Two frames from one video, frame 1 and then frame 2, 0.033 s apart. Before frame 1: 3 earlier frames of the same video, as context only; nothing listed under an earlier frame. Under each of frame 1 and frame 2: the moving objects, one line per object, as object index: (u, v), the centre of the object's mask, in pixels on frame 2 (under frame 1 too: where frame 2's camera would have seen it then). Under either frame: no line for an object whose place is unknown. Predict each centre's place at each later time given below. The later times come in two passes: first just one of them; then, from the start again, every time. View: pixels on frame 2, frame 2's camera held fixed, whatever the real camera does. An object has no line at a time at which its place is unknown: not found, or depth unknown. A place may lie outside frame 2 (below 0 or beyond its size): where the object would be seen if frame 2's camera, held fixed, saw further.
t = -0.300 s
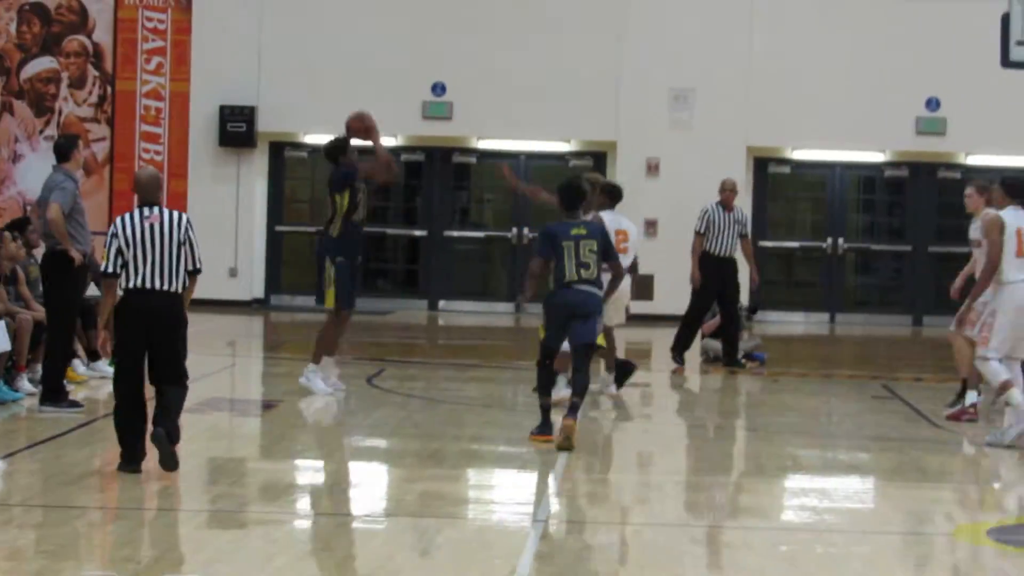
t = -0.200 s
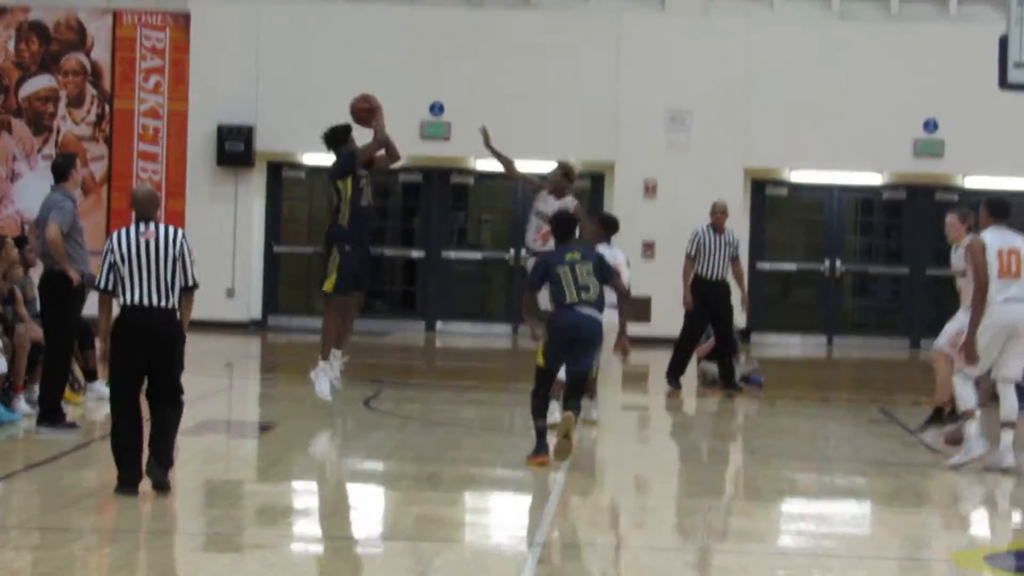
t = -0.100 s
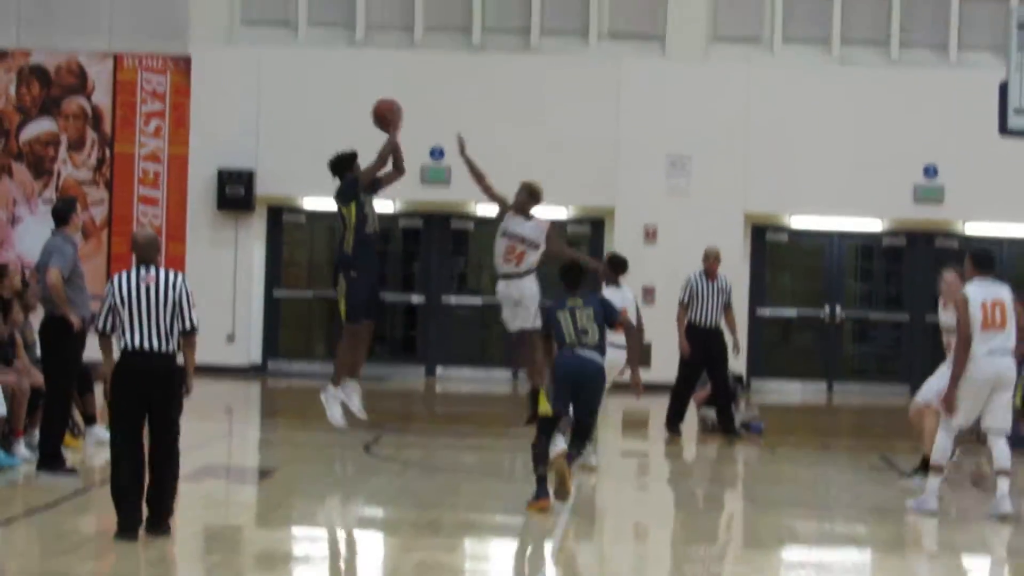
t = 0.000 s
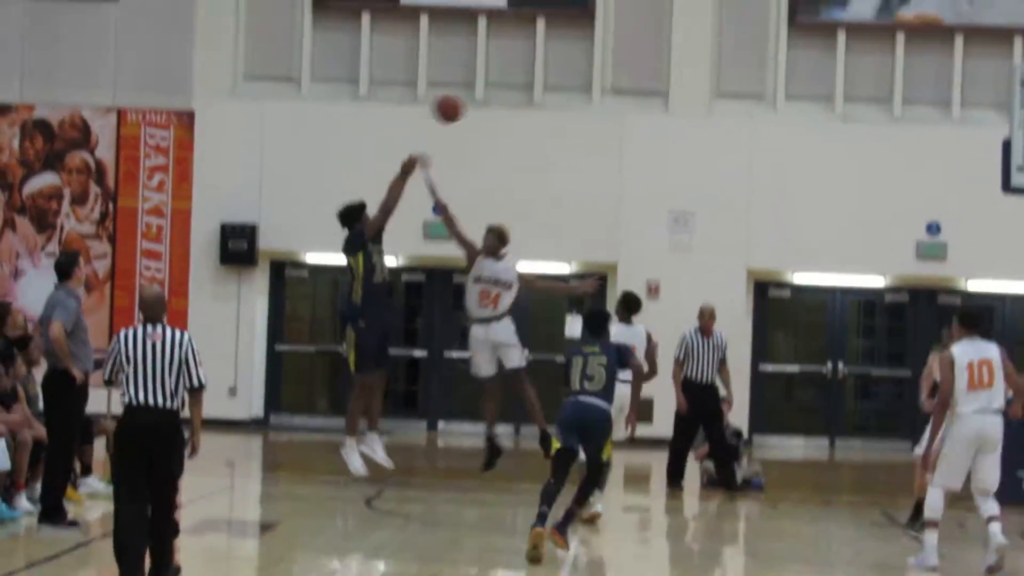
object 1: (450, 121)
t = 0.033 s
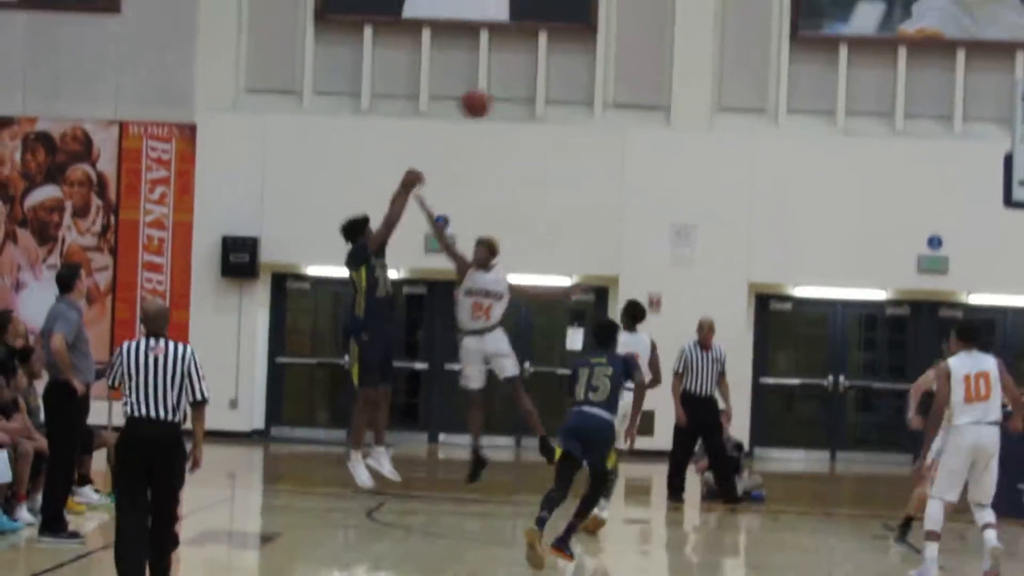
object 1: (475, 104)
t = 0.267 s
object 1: (646, 12)
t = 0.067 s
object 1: (499, 88)
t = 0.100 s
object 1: (523, 73)
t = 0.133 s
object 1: (548, 57)
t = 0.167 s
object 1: (573, 42)
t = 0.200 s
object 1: (597, 31)
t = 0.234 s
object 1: (622, 21)
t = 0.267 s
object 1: (646, 12)
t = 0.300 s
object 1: (670, 3)
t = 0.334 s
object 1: (695, -4)
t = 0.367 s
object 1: (718, -11)
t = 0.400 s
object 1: (741, -15)
